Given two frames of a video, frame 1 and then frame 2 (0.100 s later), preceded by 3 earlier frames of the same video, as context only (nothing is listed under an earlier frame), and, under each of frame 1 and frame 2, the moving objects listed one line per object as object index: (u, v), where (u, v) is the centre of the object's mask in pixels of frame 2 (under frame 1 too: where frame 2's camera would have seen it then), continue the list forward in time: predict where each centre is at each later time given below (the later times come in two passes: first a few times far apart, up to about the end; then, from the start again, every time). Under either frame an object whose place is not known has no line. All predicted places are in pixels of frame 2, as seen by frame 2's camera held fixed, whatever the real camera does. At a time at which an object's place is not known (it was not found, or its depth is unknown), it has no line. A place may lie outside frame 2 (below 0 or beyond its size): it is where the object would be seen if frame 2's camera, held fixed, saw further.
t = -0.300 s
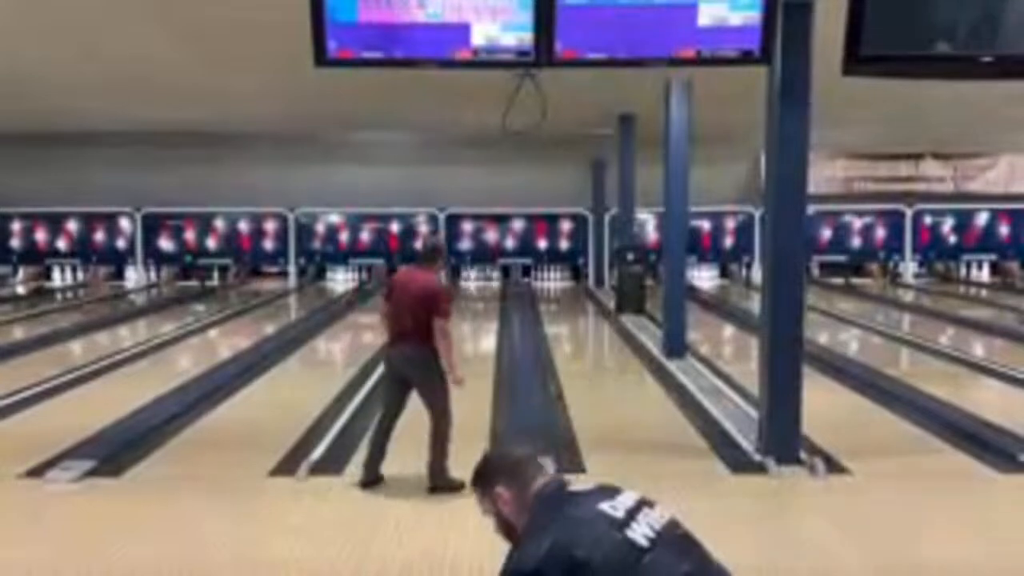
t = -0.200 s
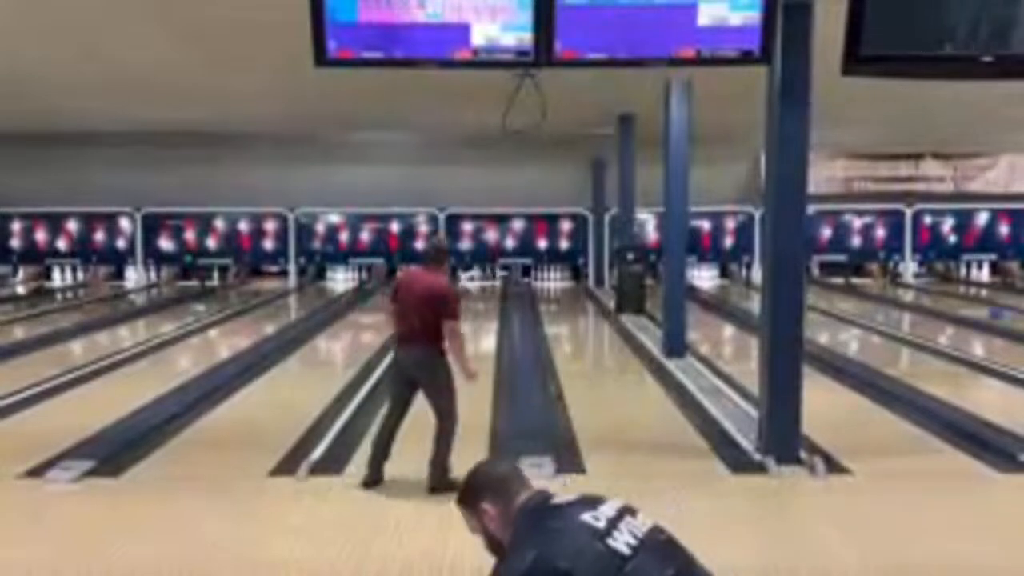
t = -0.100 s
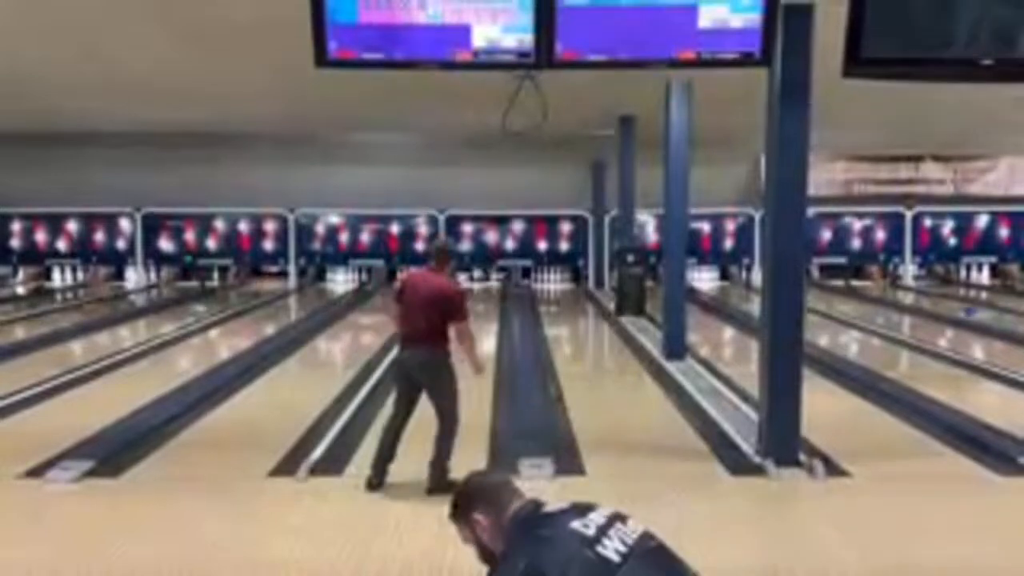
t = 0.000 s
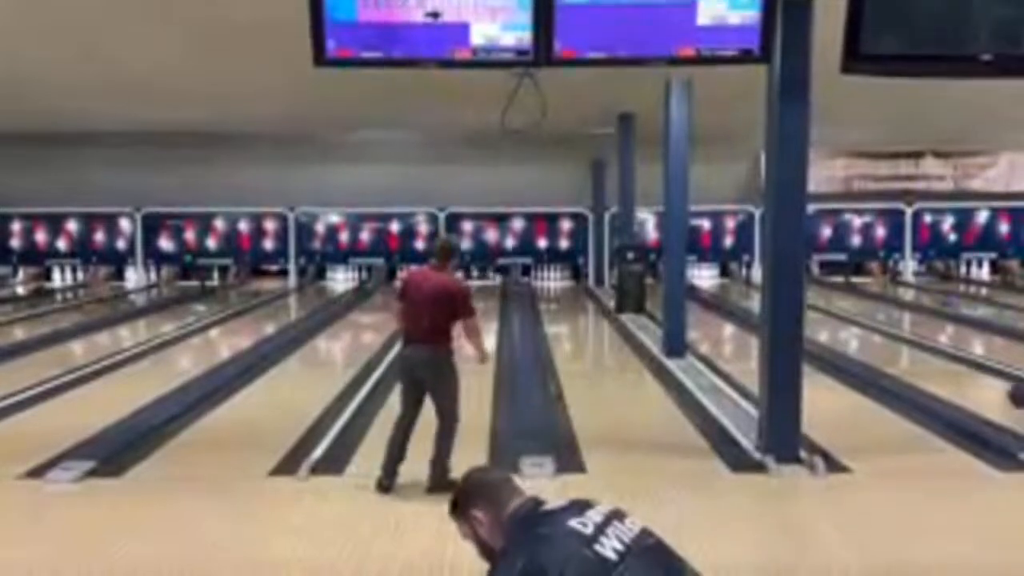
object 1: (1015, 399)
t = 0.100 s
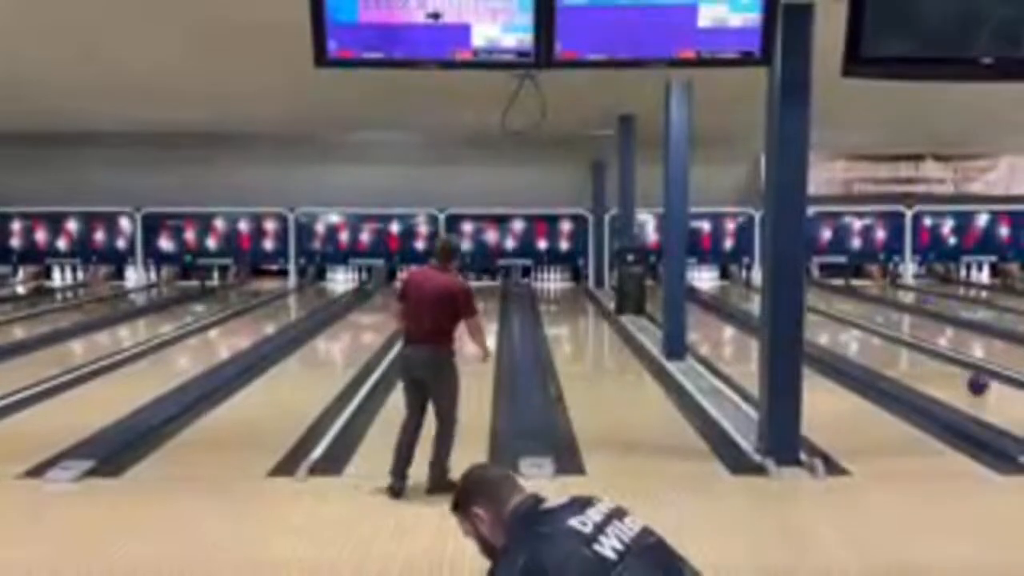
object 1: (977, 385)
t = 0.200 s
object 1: (942, 372)
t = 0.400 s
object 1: (884, 351)
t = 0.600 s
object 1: (841, 335)
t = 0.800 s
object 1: (808, 323)
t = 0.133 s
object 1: (965, 380)
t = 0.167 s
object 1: (953, 376)
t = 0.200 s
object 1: (942, 372)
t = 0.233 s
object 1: (931, 368)
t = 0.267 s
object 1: (921, 364)
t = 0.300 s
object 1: (912, 360)
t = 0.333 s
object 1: (903, 357)
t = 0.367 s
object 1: (893, 354)
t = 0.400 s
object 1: (884, 351)
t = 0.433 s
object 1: (877, 348)
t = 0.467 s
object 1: (869, 346)
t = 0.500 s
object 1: (862, 343)
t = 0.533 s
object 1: (855, 341)
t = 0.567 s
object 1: (848, 338)
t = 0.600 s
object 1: (841, 335)
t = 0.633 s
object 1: (834, 333)
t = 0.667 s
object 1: (829, 331)
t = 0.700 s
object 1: (823, 328)
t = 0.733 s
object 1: (817, 326)
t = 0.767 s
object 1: (812, 325)
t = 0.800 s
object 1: (808, 323)
